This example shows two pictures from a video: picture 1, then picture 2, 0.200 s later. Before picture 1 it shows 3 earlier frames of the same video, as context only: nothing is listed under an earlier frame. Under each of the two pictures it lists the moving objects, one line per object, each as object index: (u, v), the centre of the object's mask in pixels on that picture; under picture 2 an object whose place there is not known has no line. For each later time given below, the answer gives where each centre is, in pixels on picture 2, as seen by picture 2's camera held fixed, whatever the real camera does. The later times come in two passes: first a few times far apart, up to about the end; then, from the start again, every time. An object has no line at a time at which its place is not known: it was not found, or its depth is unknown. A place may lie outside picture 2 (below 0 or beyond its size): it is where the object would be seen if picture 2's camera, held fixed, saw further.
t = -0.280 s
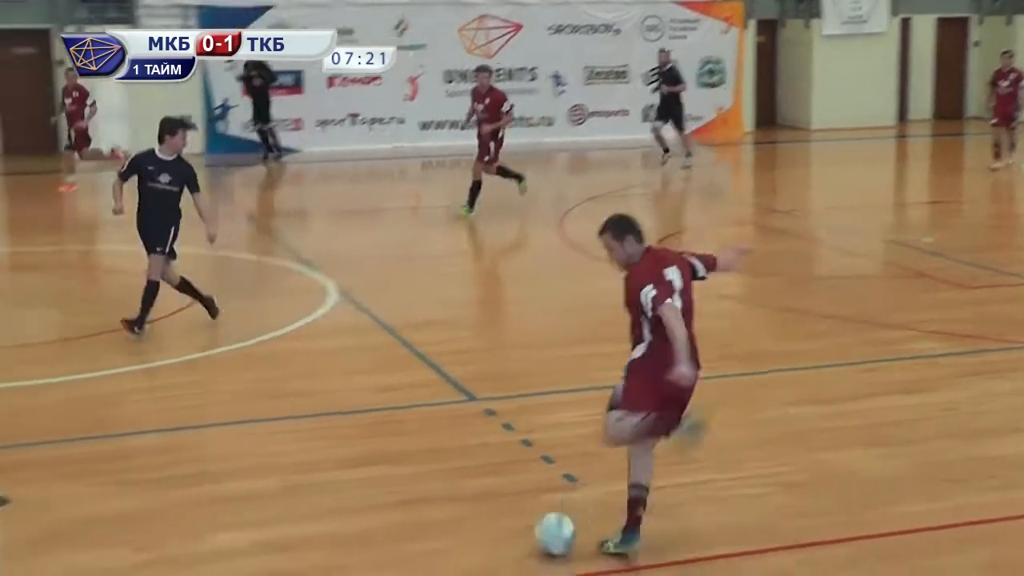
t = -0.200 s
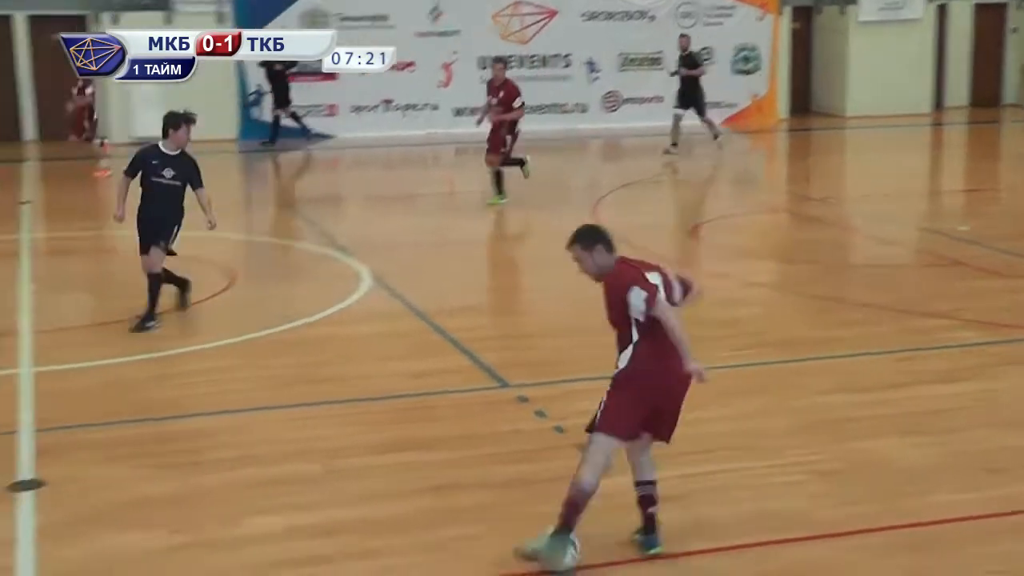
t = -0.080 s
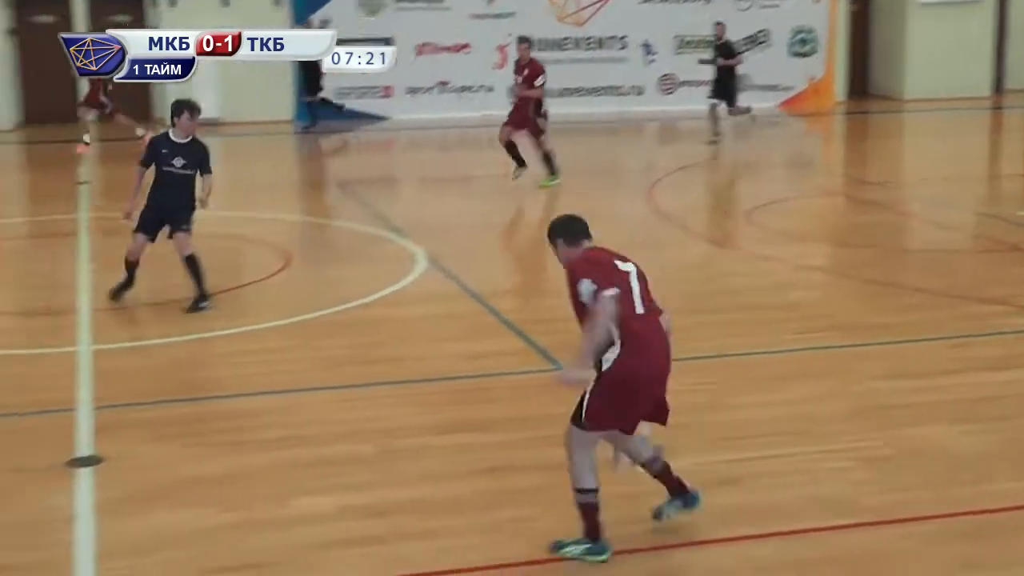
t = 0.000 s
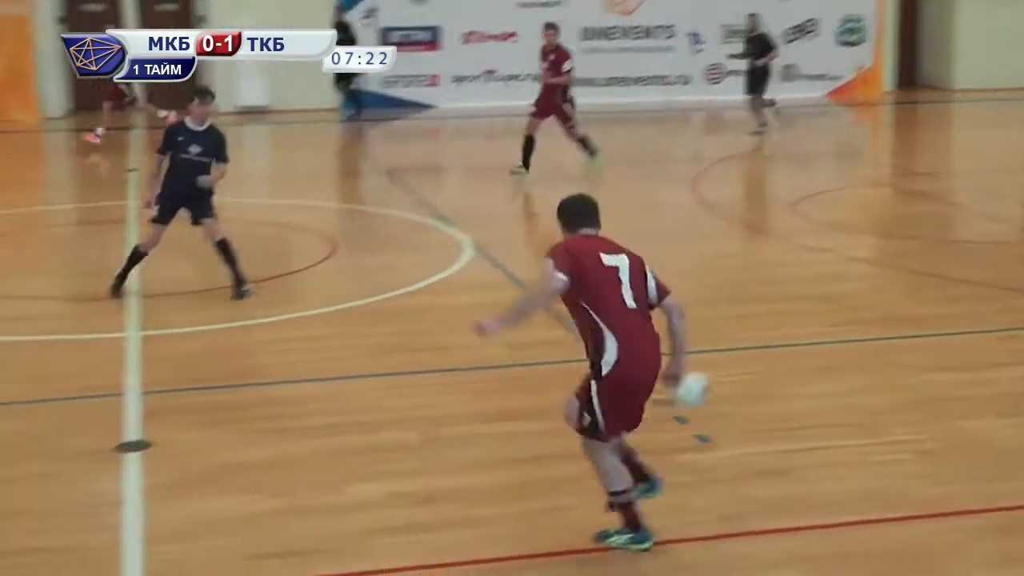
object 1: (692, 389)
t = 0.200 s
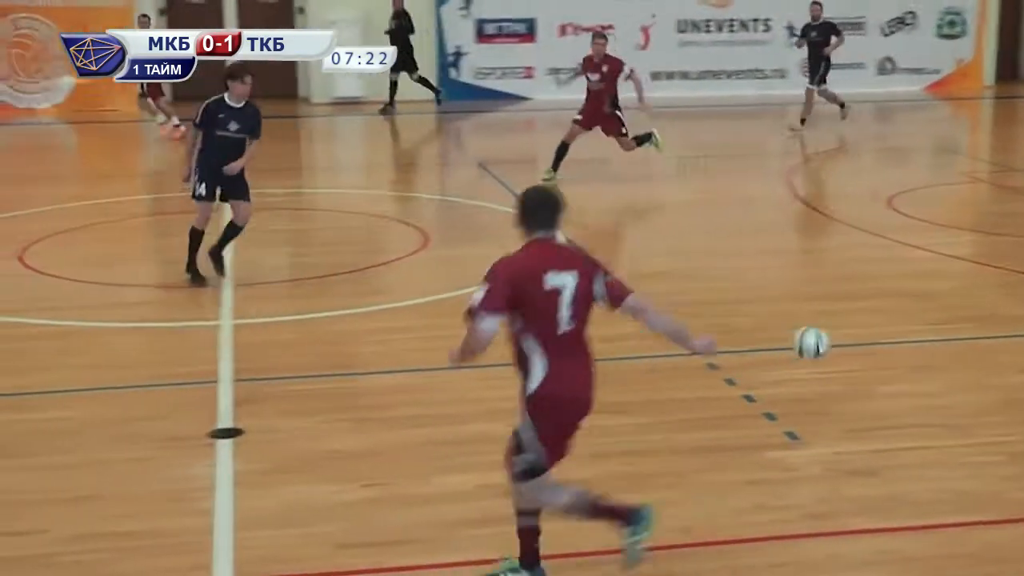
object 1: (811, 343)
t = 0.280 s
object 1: (822, 345)
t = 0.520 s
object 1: (843, 298)
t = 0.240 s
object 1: (814, 341)
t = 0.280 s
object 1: (822, 345)
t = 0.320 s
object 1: (826, 351)
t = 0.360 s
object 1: (830, 340)
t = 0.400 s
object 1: (834, 326)
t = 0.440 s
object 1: (837, 314)
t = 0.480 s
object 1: (840, 306)
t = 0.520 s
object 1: (843, 298)
